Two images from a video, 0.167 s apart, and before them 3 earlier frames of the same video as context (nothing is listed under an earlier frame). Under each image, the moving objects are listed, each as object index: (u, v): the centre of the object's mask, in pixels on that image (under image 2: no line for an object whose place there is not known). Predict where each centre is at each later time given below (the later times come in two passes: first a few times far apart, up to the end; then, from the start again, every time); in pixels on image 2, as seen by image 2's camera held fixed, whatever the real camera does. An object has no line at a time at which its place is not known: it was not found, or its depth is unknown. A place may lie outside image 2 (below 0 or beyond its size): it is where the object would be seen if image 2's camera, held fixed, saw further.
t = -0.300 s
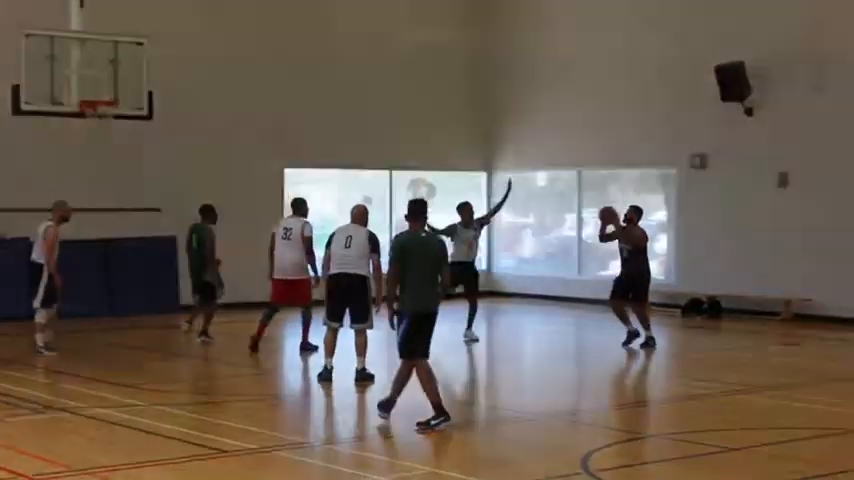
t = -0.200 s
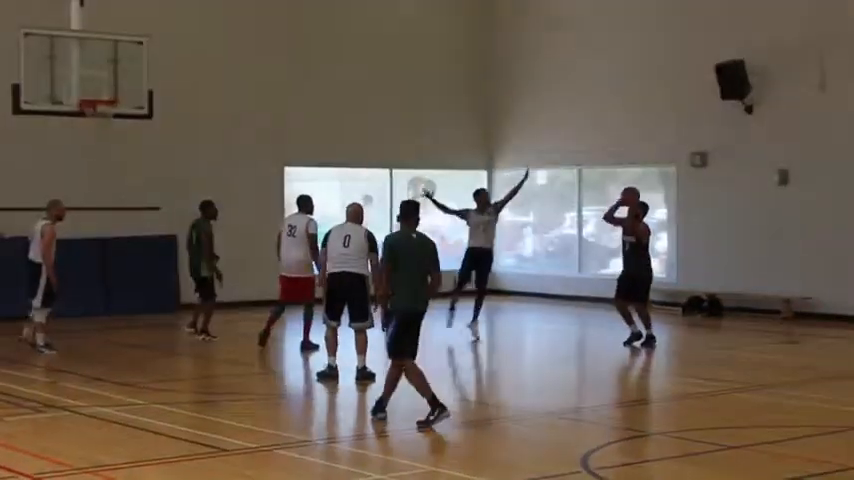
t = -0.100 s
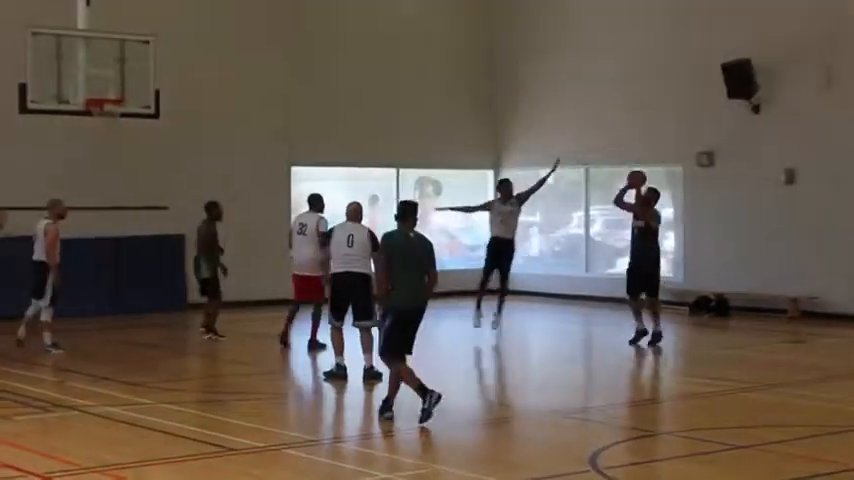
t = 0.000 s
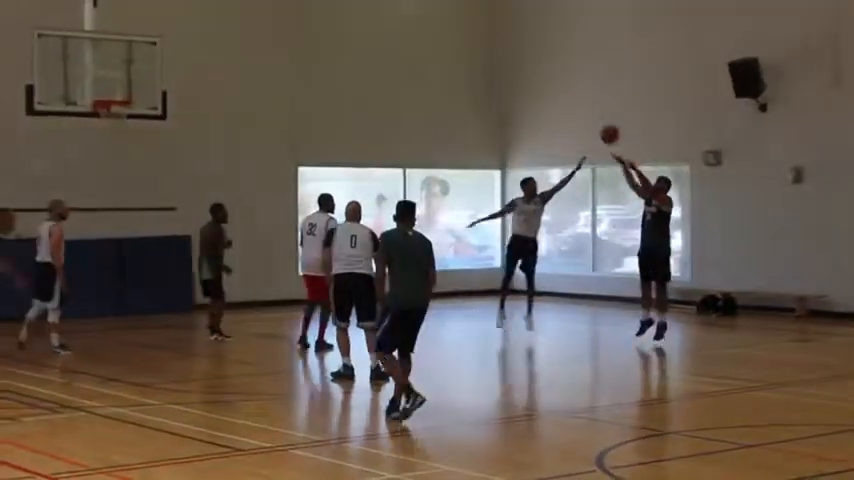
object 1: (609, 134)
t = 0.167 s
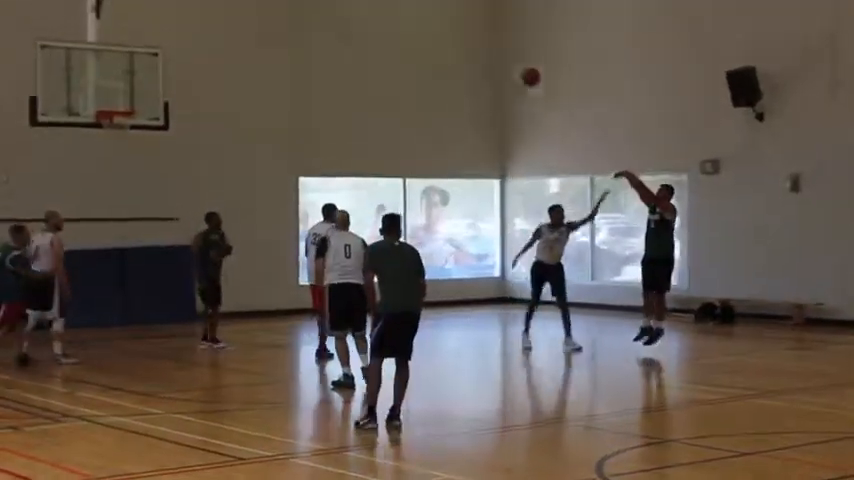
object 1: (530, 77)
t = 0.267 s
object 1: (486, 49)
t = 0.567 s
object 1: (355, 9)
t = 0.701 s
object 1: (298, 14)
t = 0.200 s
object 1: (515, 66)
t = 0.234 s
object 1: (500, 57)
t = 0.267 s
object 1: (486, 49)
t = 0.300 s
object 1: (472, 40)
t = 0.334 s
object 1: (457, 33)
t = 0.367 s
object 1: (441, 26)
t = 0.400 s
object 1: (426, 21)
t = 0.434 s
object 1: (413, 17)
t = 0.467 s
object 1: (399, 14)
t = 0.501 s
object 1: (384, 12)
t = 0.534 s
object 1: (369, 10)
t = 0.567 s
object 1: (355, 9)
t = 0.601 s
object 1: (338, 7)
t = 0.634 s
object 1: (326, 9)
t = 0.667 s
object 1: (311, 12)
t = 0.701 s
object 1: (298, 14)
